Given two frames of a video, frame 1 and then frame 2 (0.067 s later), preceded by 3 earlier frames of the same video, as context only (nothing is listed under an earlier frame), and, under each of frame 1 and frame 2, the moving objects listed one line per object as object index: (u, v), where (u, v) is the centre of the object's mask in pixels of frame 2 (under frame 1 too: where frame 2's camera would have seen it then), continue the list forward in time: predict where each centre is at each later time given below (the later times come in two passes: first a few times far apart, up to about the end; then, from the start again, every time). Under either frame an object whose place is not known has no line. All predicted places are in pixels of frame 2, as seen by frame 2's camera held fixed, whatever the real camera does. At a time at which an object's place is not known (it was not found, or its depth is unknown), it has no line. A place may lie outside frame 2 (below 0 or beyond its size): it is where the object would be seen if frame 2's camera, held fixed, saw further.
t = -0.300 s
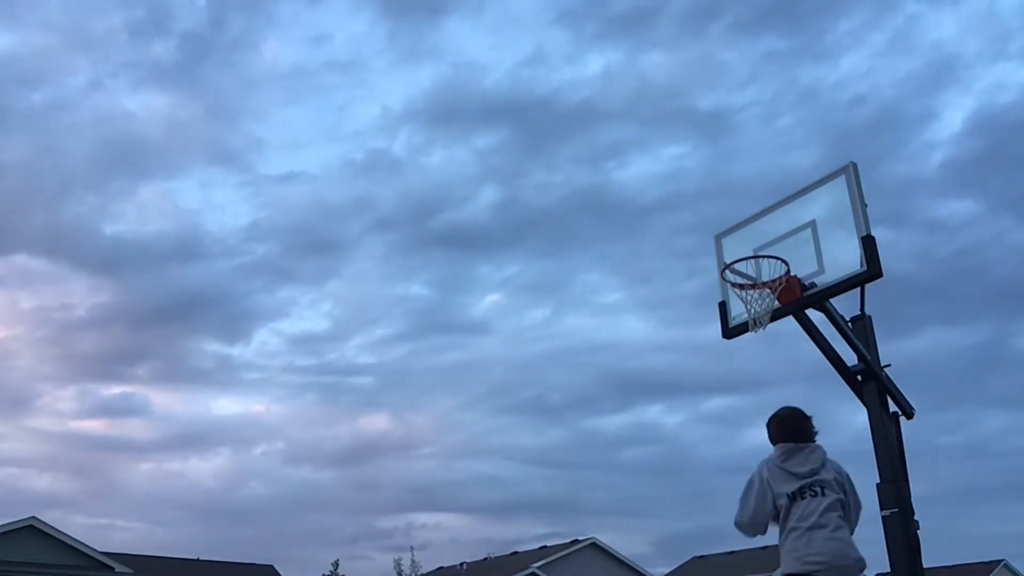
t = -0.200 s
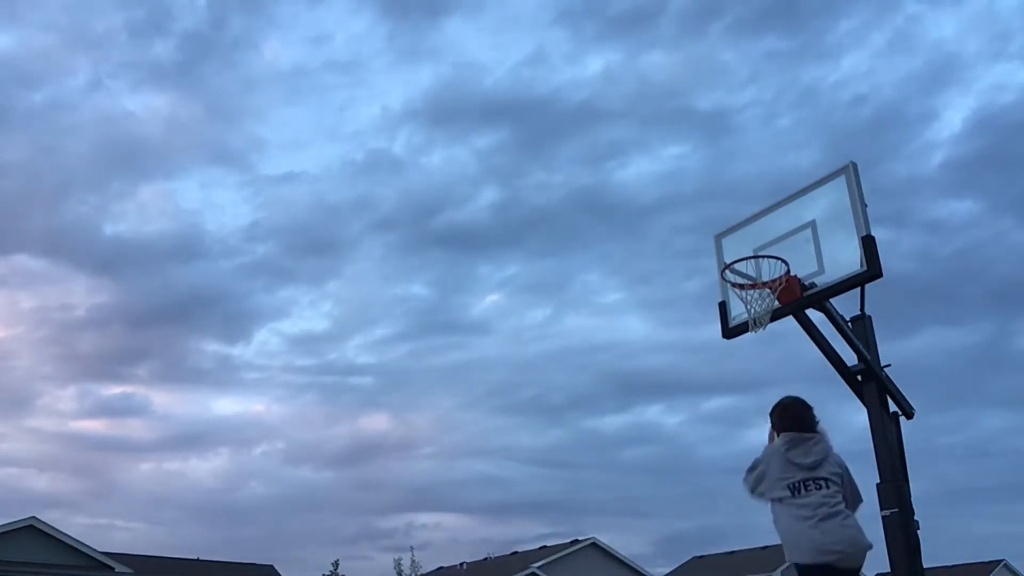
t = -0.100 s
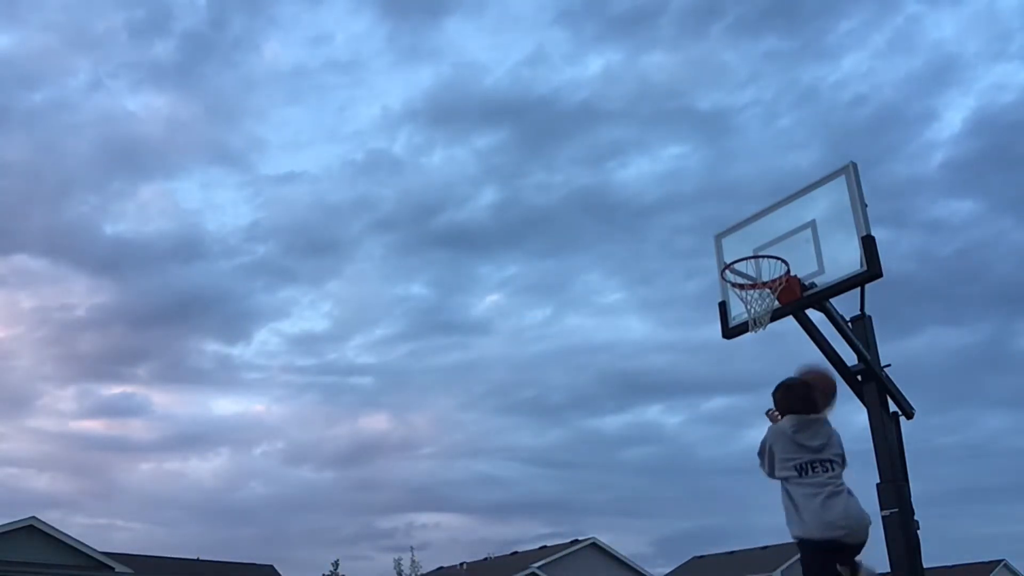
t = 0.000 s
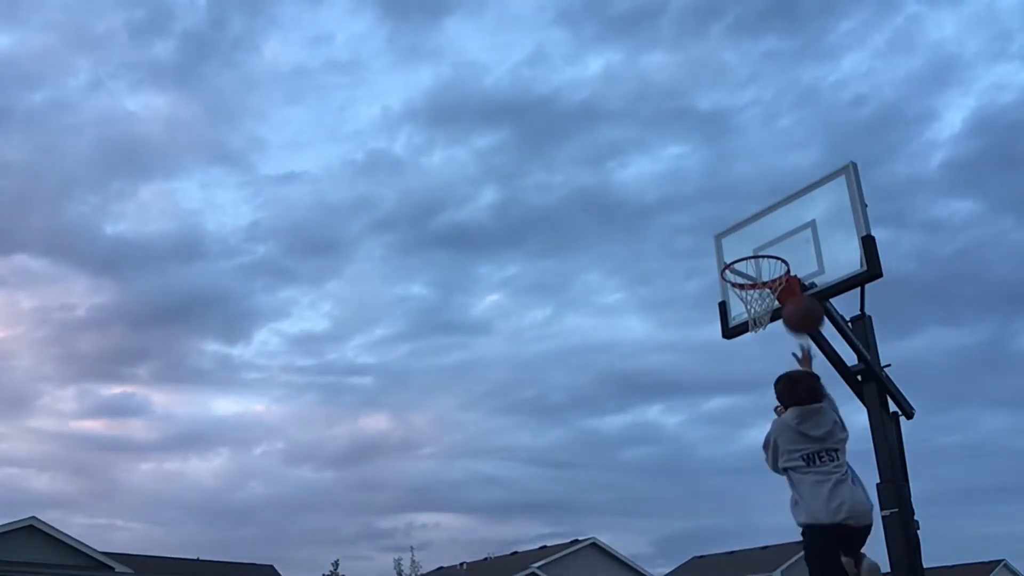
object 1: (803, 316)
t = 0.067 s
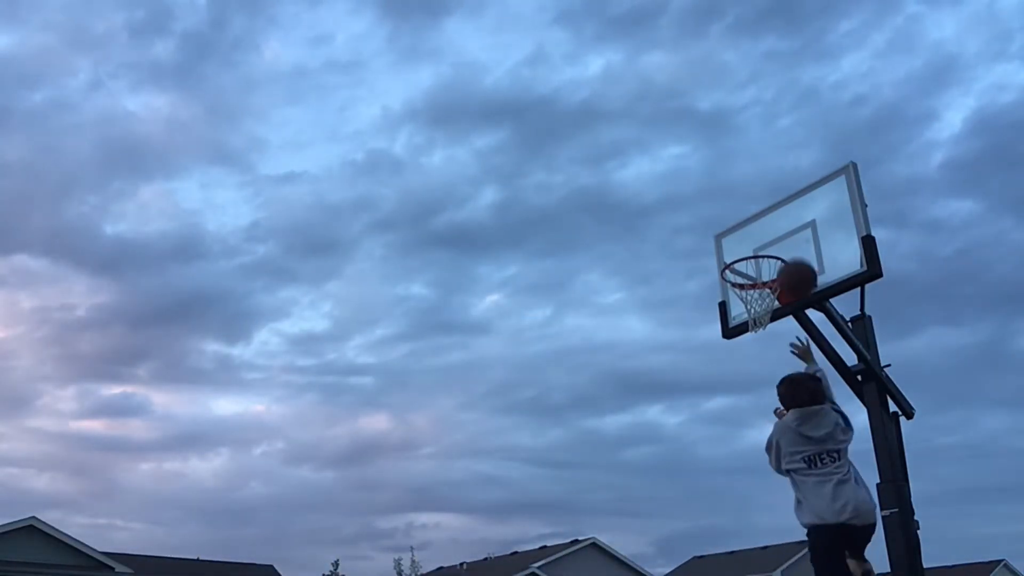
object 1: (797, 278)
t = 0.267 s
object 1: (786, 218)
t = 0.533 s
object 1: (785, 225)
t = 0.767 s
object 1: (793, 242)
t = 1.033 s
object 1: (799, 249)
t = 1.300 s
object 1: (815, 273)
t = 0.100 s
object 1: (794, 263)
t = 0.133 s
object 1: (792, 250)
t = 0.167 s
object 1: (790, 240)
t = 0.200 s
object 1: (788, 231)
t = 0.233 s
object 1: (787, 224)
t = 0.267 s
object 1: (786, 218)
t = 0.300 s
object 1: (785, 215)
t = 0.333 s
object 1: (784, 212)
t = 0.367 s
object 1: (784, 211)
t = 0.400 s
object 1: (784, 211)
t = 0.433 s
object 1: (784, 213)
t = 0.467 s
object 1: (784, 215)
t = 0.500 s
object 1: (784, 220)
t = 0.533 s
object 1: (785, 225)
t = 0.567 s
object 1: (785, 232)
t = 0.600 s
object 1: (786, 239)
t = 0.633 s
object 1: (787, 248)
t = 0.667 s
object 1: (788, 247)
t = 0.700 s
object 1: (790, 244)
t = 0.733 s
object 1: (791, 242)
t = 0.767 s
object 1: (793, 242)
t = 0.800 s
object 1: (794, 243)
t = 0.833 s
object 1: (797, 245)
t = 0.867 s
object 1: (798, 248)
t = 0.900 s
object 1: (797, 250)
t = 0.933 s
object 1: (796, 252)
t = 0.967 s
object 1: (795, 255)
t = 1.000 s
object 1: (797, 252)
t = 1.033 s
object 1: (799, 249)
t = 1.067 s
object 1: (802, 248)
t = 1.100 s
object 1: (805, 249)
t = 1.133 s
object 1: (808, 250)
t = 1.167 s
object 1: (809, 252)
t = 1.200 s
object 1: (810, 255)
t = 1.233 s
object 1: (812, 260)
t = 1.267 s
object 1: (814, 265)
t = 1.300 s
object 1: (815, 273)
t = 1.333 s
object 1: (817, 280)
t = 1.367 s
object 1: (820, 292)
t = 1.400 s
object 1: (823, 303)
